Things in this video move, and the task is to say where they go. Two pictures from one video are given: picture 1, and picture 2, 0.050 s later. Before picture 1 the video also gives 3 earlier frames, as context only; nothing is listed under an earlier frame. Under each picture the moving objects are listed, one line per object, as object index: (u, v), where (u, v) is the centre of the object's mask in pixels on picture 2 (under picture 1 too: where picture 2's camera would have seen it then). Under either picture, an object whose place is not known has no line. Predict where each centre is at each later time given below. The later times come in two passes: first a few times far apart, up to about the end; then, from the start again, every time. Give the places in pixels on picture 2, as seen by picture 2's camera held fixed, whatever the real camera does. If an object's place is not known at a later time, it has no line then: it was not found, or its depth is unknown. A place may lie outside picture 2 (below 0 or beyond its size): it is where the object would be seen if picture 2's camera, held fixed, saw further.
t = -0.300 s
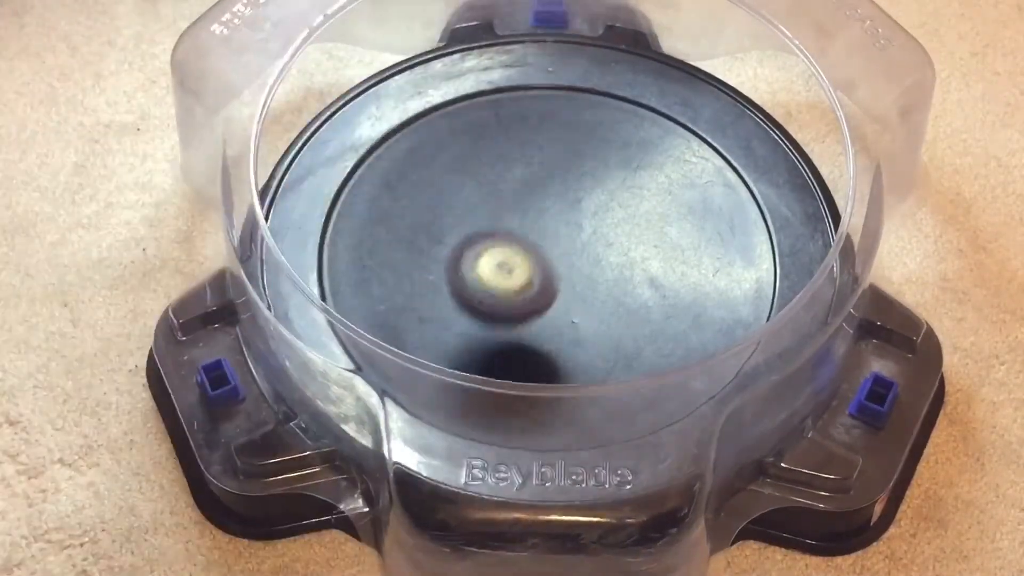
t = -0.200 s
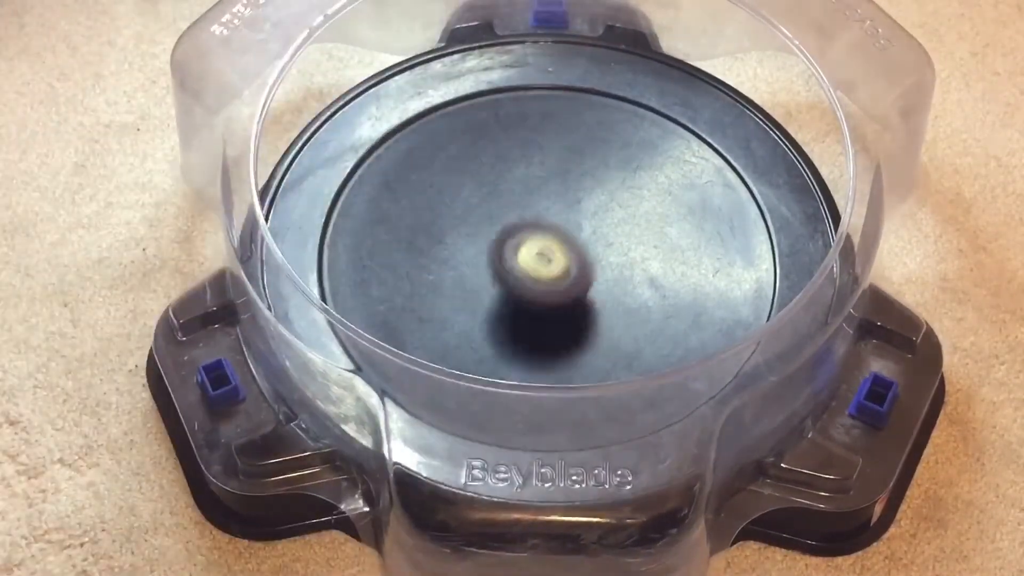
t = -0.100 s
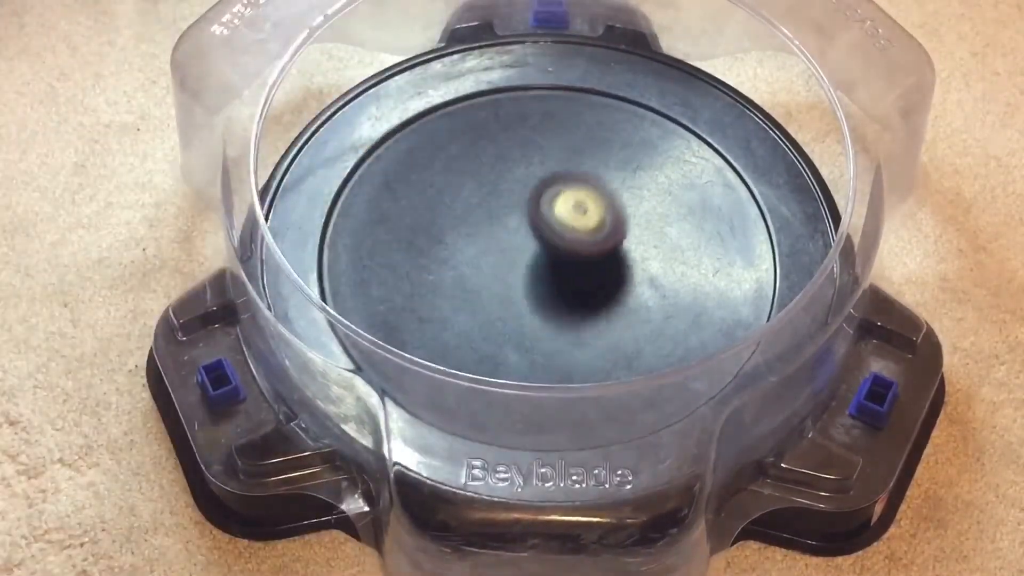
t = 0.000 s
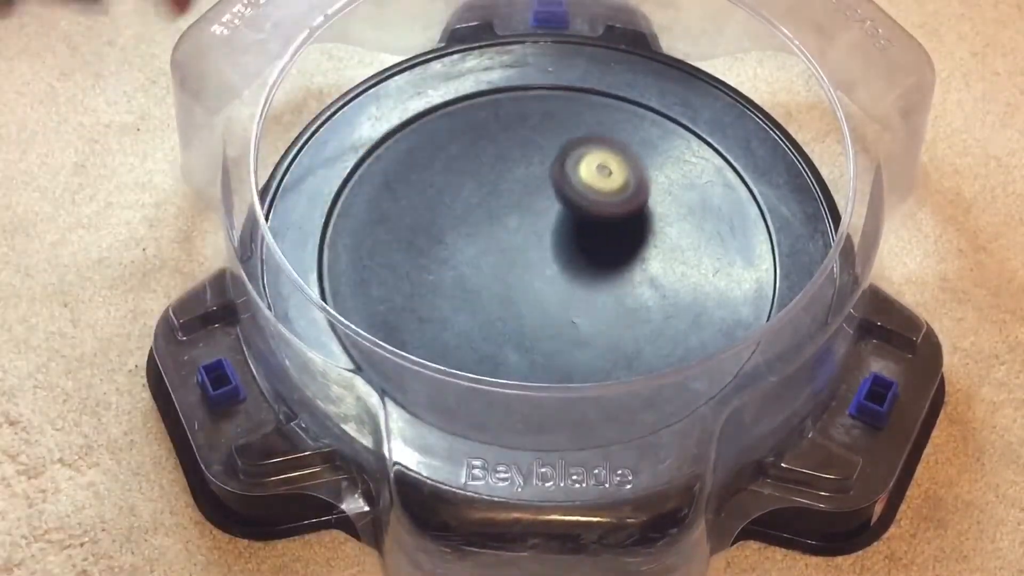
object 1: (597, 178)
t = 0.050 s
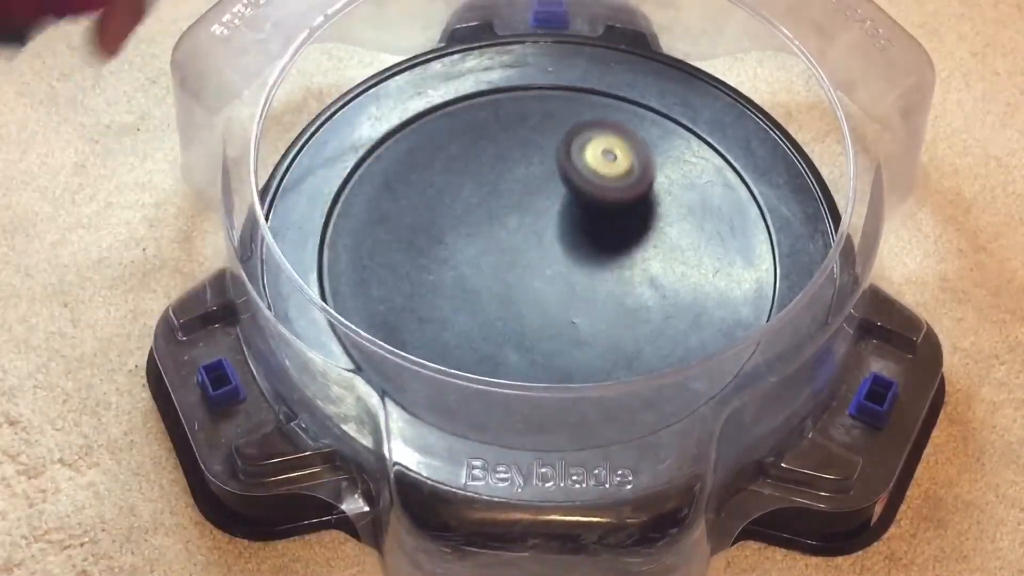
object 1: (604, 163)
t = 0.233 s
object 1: (583, 149)
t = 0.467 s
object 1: (517, 216)
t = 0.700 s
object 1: (513, 280)
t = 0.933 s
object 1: (606, 267)
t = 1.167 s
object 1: (657, 188)
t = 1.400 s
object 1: (581, 144)
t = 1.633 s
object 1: (512, 224)
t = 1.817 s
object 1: (547, 322)
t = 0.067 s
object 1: (604, 159)
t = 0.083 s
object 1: (604, 155)
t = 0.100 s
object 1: (604, 151)
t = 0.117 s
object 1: (603, 149)
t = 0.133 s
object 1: (602, 147)
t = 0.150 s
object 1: (600, 147)
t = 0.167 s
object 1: (597, 146)
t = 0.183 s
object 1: (594, 146)
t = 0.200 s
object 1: (592, 146)
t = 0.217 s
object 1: (587, 148)
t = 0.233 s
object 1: (583, 149)
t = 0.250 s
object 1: (579, 153)
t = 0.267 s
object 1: (575, 156)
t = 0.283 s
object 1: (570, 159)
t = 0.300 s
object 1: (566, 163)
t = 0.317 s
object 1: (561, 167)
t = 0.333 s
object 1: (556, 172)
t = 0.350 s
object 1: (551, 177)
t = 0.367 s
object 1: (545, 182)
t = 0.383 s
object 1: (541, 187)
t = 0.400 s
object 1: (535, 193)
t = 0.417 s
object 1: (530, 199)
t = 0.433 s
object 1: (525, 205)
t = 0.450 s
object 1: (521, 210)
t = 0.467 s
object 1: (517, 216)
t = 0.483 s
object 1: (513, 222)
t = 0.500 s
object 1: (509, 227)
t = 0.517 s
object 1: (507, 233)
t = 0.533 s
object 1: (504, 238)
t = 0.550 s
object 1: (502, 244)
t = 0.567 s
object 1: (501, 249)
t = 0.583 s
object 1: (500, 254)
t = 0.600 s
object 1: (500, 258)
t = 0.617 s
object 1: (501, 263)
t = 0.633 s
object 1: (501, 268)
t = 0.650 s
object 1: (503, 271)
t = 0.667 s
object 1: (506, 274)
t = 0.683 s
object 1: (509, 277)
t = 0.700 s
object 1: (513, 280)
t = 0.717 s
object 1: (517, 282)
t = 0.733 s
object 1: (522, 283)
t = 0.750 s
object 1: (528, 285)
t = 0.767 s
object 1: (534, 286)
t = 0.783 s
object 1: (540, 286)
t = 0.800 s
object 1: (547, 286)
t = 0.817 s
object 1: (554, 285)
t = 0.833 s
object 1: (561, 284)
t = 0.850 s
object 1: (569, 283)
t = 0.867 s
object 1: (576, 280)
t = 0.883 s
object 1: (583, 278)
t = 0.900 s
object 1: (591, 275)
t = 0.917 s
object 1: (598, 271)
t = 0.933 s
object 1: (606, 267)
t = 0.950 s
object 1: (614, 263)
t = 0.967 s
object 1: (620, 258)
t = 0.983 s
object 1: (626, 253)
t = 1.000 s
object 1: (632, 247)
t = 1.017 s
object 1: (637, 242)
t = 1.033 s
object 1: (642, 236)
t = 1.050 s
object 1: (646, 230)
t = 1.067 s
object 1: (650, 224)
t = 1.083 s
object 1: (653, 218)
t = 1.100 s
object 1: (655, 211)
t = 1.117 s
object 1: (657, 206)
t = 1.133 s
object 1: (657, 199)
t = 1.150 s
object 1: (657, 193)
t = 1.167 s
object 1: (657, 188)
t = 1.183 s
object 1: (655, 182)
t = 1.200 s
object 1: (654, 177)
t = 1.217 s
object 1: (651, 172)
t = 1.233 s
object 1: (648, 167)
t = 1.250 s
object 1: (644, 162)
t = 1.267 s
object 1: (639, 158)
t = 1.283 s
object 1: (633, 155)
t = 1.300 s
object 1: (627, 151)
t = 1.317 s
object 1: (620, 149)
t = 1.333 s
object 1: (613, 146)
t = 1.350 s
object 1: (605, 145)
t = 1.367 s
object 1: (598, 144)
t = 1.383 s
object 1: (589, 143)
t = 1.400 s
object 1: (581, 144)
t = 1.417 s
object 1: (573, 145)
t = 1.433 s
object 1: (565, 146)
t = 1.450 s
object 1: (559, 149)
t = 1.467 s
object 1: (552, 152)
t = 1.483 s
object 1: (546, 156)
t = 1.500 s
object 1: (540, 161)
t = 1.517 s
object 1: (535, 168)
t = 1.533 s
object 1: (529, 174)
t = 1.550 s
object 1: (525, 182)
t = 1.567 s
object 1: (521, 190)
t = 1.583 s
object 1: (519, 198)
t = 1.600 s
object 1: (515, 206)
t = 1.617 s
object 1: (513, 216)
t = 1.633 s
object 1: (512, 224)
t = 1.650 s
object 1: (512, 234)
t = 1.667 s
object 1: (512, 244)
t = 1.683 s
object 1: (513, 254)
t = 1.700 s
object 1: (514, 263)
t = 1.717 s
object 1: (517, 274)
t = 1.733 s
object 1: (521, 283)
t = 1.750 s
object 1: (525, 292)
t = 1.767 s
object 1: (530, 300)
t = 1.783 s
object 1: (534, 308)
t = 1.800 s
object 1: (541, 316)
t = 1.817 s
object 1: (547, 322)
